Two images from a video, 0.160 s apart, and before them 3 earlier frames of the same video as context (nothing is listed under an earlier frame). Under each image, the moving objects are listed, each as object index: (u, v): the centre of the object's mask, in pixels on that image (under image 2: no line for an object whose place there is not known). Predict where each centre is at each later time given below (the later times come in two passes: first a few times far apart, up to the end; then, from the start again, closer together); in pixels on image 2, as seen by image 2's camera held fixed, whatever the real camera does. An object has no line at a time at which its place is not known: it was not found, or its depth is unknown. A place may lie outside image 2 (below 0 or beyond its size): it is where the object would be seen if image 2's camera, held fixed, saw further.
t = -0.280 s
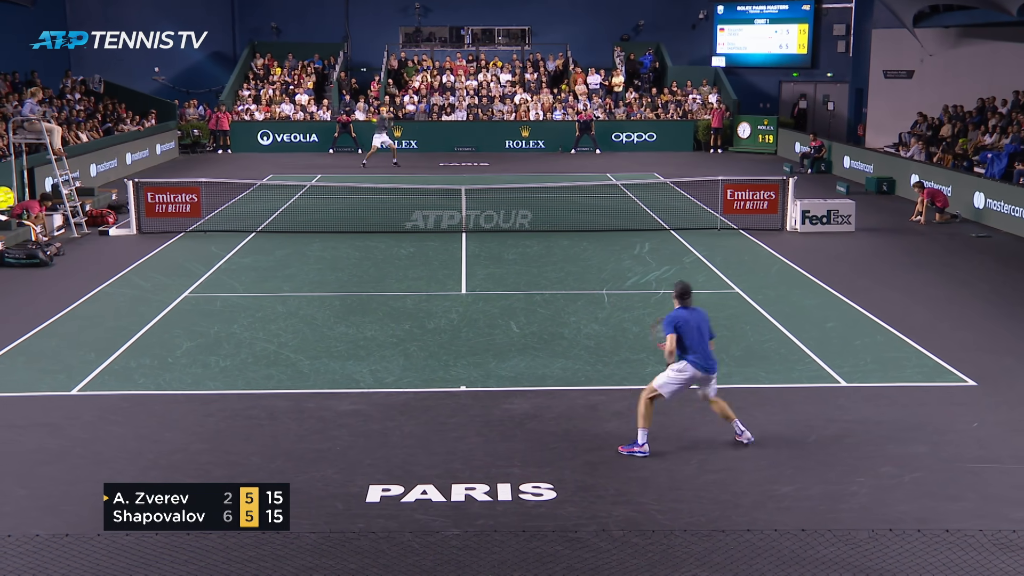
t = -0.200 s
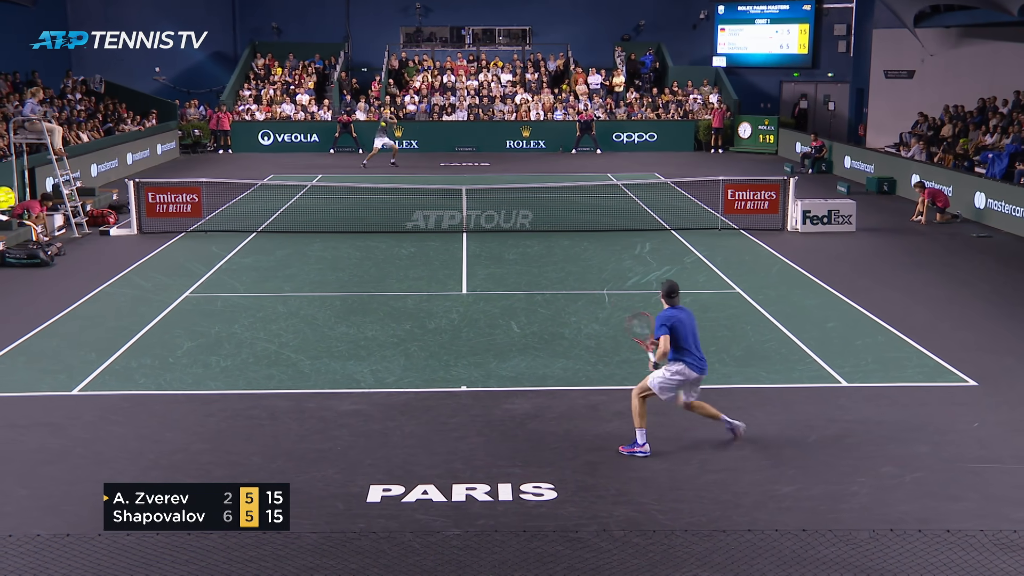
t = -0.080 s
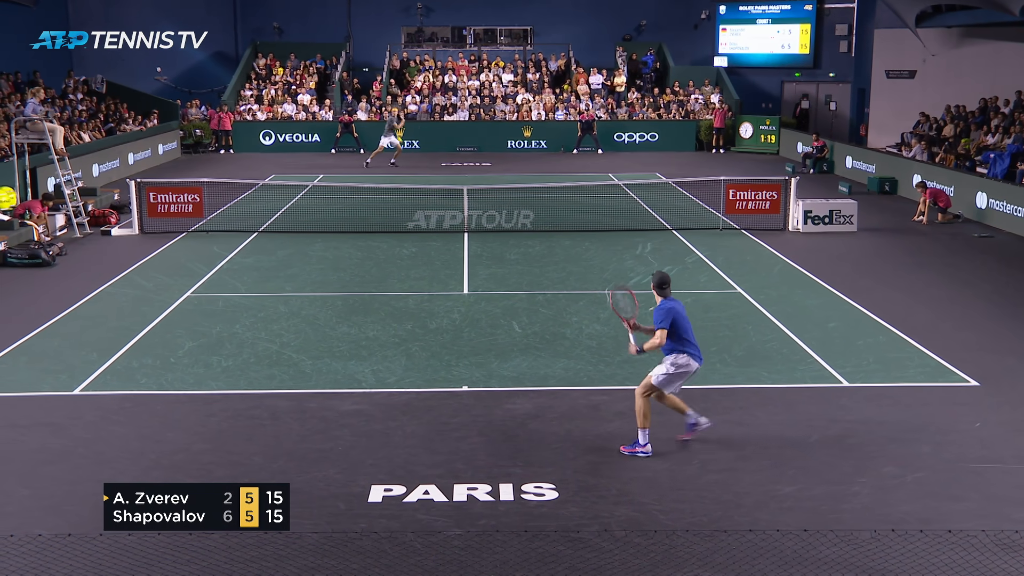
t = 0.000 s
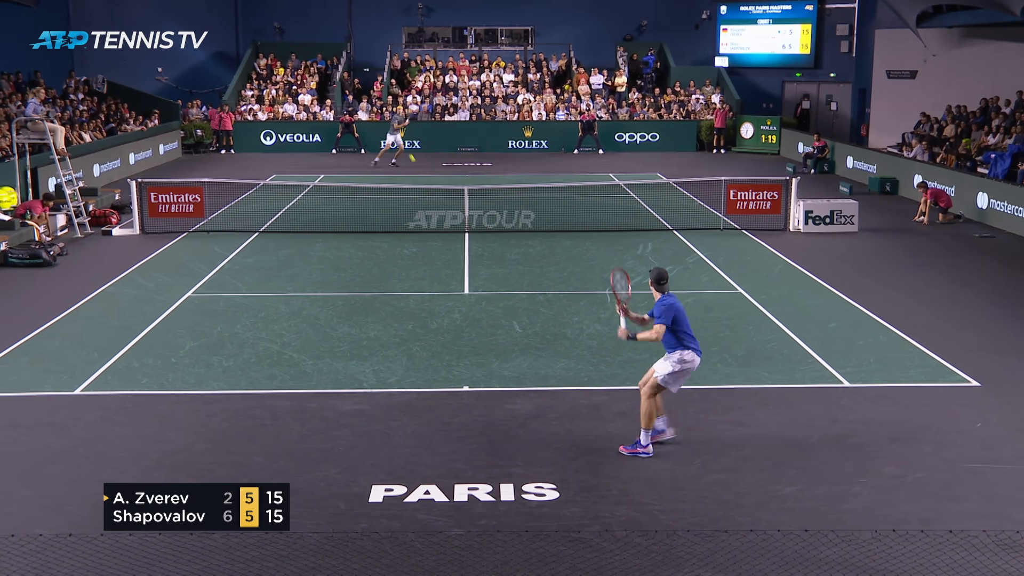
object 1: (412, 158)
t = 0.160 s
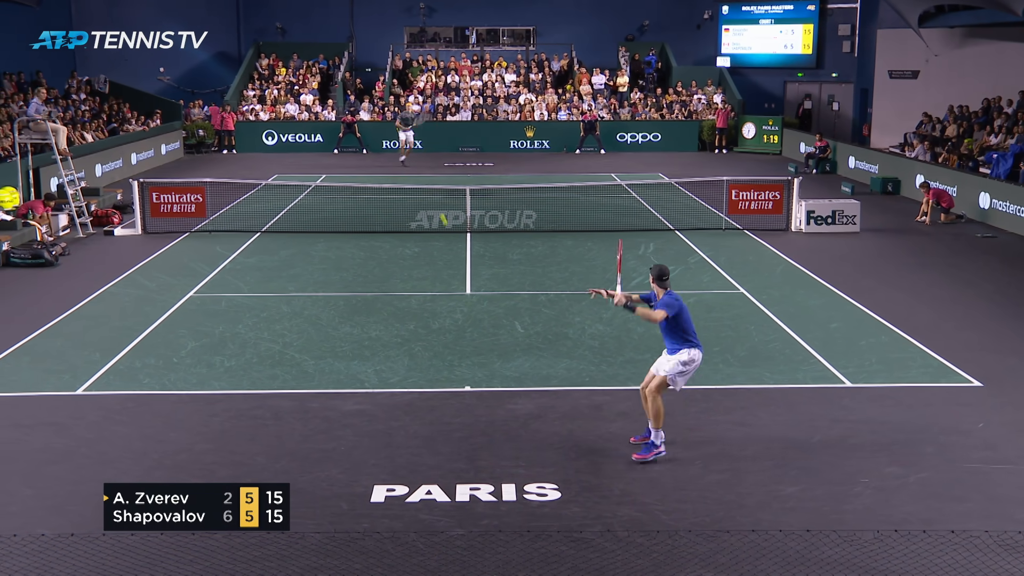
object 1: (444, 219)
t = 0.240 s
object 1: (462, 265)
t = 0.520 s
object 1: (529, 305)
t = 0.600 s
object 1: (550, 298)
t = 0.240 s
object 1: (462, 265)
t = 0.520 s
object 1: (529, 305)
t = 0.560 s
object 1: (540, 301)
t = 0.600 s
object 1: (550, 298)
